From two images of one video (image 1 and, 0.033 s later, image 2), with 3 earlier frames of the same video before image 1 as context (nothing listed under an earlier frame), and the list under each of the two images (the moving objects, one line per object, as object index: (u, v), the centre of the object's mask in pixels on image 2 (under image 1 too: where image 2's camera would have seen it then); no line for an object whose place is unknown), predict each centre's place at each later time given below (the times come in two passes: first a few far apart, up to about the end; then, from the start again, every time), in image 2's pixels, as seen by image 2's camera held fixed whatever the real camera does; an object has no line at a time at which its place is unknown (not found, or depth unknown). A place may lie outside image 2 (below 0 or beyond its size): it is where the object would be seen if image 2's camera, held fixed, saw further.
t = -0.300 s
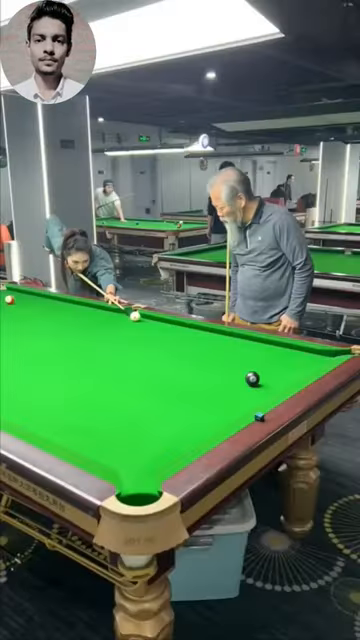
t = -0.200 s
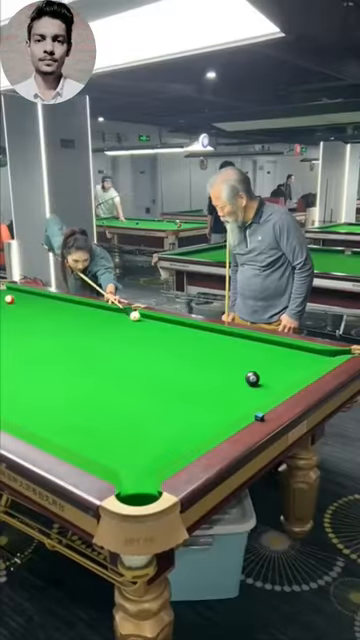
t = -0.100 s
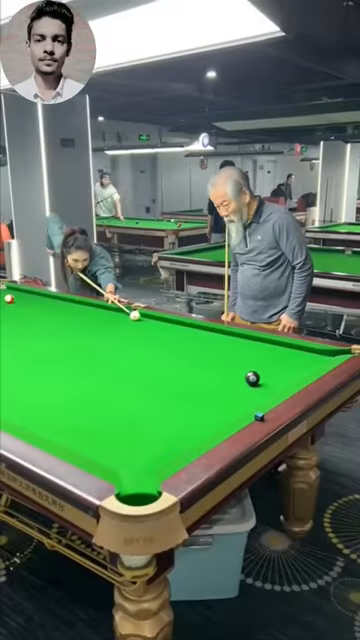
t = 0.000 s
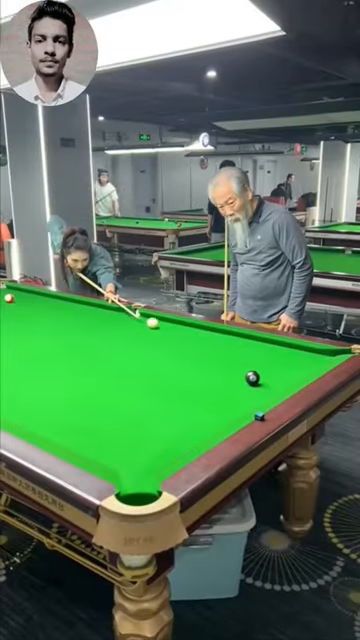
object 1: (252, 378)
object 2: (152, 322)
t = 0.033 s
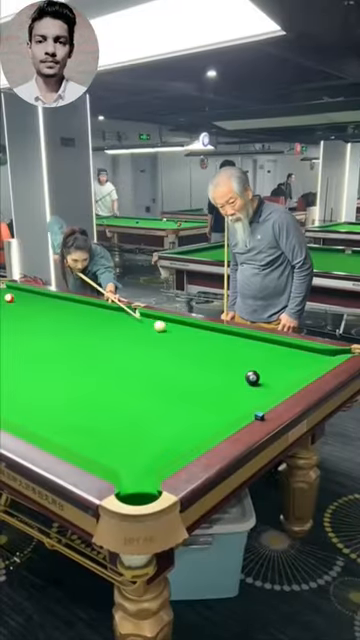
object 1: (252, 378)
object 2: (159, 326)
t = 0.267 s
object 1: (252, 377)
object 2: (209, 350)
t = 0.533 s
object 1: (247, 382)
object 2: (282, 378)
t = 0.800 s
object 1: (232, 396)
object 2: (229, 369)
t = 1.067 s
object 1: (216, 410)
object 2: (177, 360)
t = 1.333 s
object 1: (198, 426)
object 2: (130, 353)
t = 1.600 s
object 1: (178, 443)
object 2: (89, 346)
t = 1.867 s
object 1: (156, 461)
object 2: (51, 339)
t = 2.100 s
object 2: (21, 335)
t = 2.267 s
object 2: (2, 331)
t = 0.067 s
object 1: (252, 378)
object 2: (166, 329)
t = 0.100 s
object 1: (252, 378)
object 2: (173, 332)
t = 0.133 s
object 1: (252, 378)
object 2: (180, 336)
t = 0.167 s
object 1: (252, 378)
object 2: (188, 339)
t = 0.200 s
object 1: (252, 377)
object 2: (195, 343)
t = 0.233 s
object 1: (252, 378)
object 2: (202, 346)
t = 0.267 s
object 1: (252, 377)
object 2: (209, 350)
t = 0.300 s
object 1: (252, 378)
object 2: (217, 353)
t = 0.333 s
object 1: (252, 378)
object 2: (224, 357)
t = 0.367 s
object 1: (252, 378)
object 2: (232, 360)
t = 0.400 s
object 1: (252, 378)
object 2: (240, 364)
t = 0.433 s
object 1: (252, 378)
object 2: (248, 367)
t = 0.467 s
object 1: (252, 378)
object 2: (260, 371)
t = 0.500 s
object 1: (250, 380)
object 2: (270, 375)
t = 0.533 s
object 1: (247, 382)
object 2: (282, 378)
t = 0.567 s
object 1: (245, 383)
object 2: (290, 379)
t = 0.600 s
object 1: (244, 385)
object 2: (280, 378)
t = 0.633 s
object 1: (242, 387)
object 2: (270, 376)
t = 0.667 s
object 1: (240, 389)
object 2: (261, 374)
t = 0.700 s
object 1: (238, 390)
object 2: (252, 373)
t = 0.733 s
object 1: (236, 392)
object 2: (244, 372)
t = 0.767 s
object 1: (234, 394)
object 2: (237, 370)
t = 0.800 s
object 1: (232, 396)
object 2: (229, 369)
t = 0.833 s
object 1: (230, 397)
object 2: (222, 368)
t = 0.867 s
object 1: (228, 399)
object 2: (216, 367)
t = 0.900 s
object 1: (226, 401)
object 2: (209, 366)
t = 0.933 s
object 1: (224, 403)
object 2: (202, 365)
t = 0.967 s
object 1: (222, 405)
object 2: (196, 364)
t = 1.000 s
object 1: (220, 407)
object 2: (189, 362)
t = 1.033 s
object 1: (218, 409)
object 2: (183, 361)
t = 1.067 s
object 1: (216, 410)
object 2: (177, 360)
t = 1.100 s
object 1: (214, 413)
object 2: (171, 359)
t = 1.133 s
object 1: (212, 414)
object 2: (165, 358)
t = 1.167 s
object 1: (209, 416)
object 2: (159, 358)
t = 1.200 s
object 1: (207, 418)
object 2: (153, 356)
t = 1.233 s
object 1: (205, 420)
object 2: (147, 355)
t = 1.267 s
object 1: (203, 422)
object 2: (141, 355)
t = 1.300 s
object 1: (200, 424)
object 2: (136, 354)
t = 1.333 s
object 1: (198, 426)
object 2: (130, 353)
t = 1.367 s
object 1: (196, 428)
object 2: (125, 352)
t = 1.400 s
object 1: (193, 430)
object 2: (120, 351)
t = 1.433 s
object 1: (191, 433)
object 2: (114, 350)
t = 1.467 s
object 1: (188, 435)
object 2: (109, 349)
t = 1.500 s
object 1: (186, 437)
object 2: (103, 348)
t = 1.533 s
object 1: (183, 439)
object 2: (99, 348)
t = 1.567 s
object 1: (181, 441)
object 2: (94, 347)
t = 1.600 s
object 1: (178, 443)
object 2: (89, 346)
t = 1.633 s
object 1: (176, 445)
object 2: (83, 345)
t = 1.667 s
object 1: (173, 447)
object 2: (79, 344)
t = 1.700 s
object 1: (170, 449)
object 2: (74, 344)
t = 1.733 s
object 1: (167, 451)
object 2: (69, 343)
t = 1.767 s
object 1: (165, 453)
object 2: (65, 342)
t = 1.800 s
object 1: (162, 455)
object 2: (60, 341)
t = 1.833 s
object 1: (159, 458)
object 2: (56, 340)
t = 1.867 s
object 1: (156, 461)
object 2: (51, 339)
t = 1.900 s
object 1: (154, 464)
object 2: (47, 339)
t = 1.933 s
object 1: (151, 468)
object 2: (43, 338)
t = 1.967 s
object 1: (149, 471)
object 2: (38, 338)
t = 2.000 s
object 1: (147, 474)
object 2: (34, 337)
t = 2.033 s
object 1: (144, 475)
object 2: (30, 336)
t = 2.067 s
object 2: (25, 335)
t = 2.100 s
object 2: (21, 335)
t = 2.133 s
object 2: (17, 334)
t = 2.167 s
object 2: (13, 333)
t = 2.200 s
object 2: (9, 333)
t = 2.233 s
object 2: (5, 332)
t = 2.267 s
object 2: (2, 331)
